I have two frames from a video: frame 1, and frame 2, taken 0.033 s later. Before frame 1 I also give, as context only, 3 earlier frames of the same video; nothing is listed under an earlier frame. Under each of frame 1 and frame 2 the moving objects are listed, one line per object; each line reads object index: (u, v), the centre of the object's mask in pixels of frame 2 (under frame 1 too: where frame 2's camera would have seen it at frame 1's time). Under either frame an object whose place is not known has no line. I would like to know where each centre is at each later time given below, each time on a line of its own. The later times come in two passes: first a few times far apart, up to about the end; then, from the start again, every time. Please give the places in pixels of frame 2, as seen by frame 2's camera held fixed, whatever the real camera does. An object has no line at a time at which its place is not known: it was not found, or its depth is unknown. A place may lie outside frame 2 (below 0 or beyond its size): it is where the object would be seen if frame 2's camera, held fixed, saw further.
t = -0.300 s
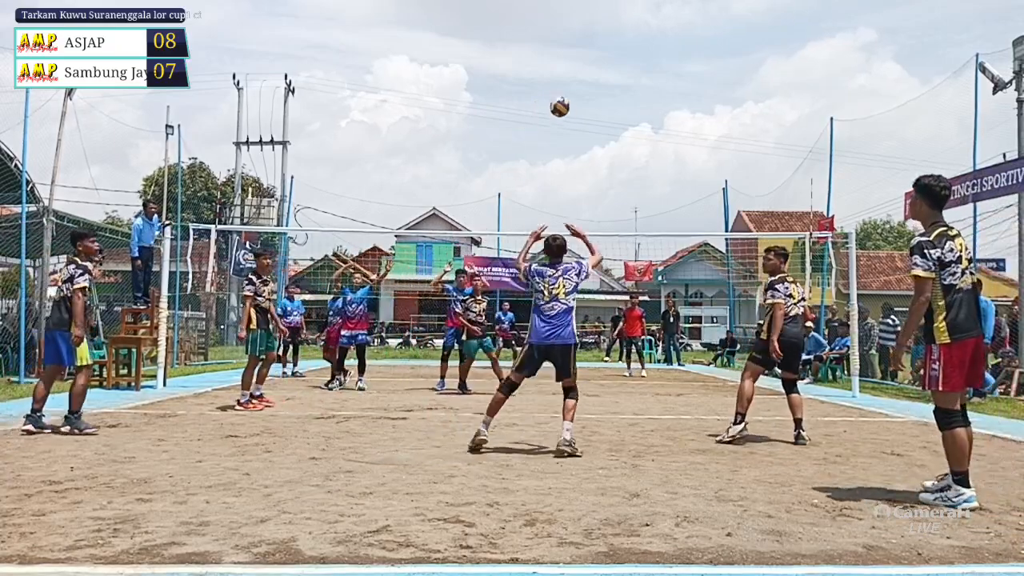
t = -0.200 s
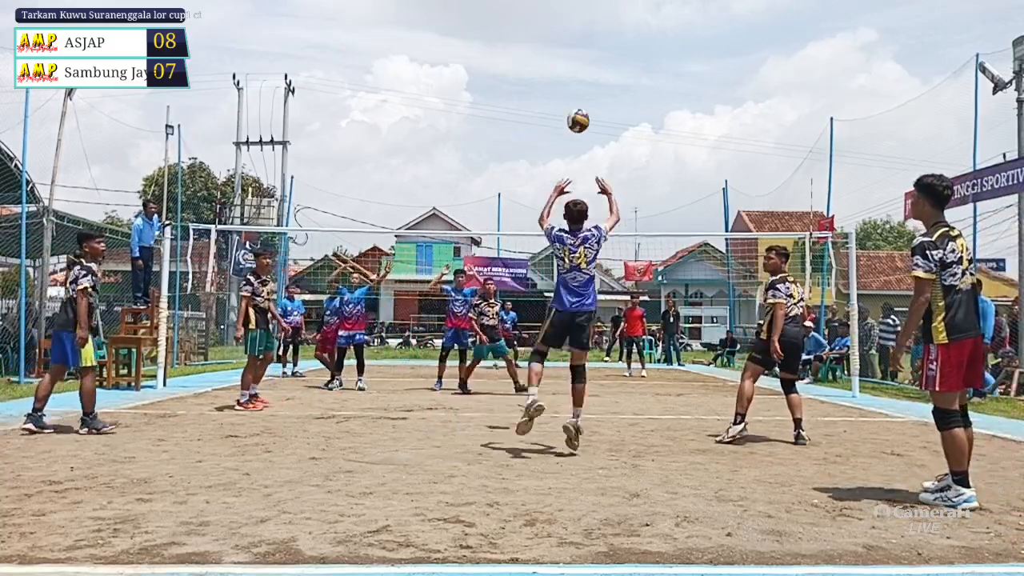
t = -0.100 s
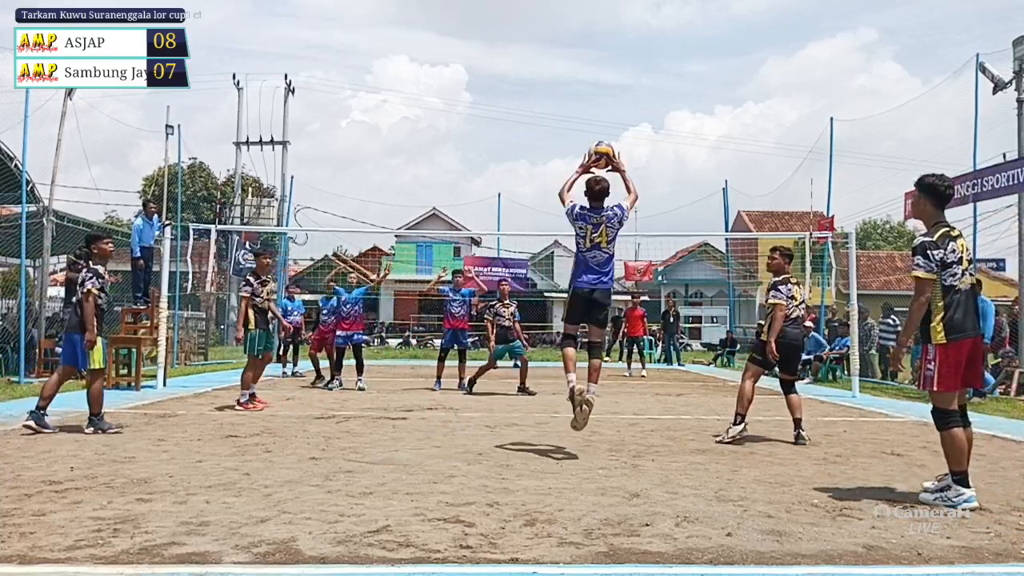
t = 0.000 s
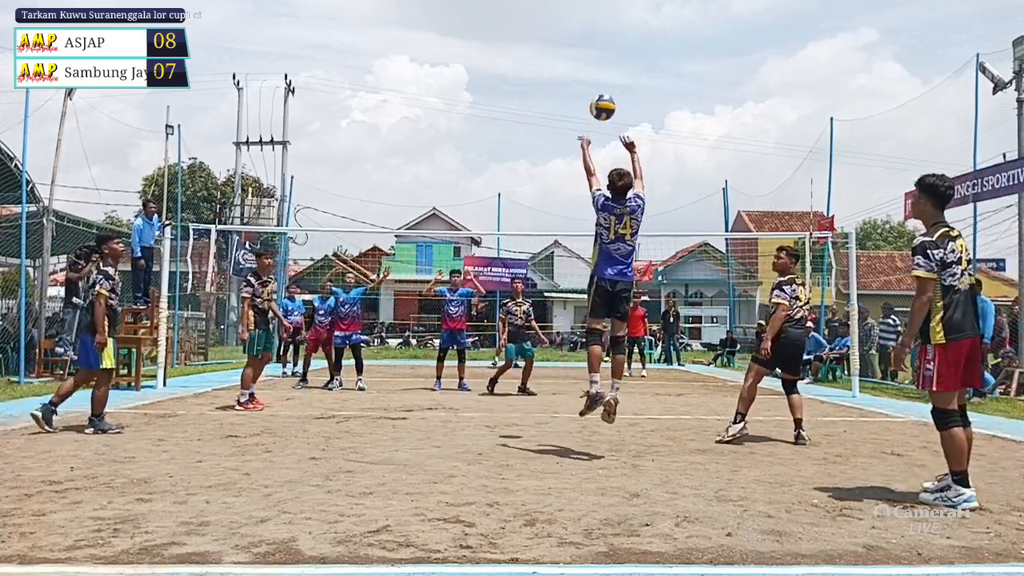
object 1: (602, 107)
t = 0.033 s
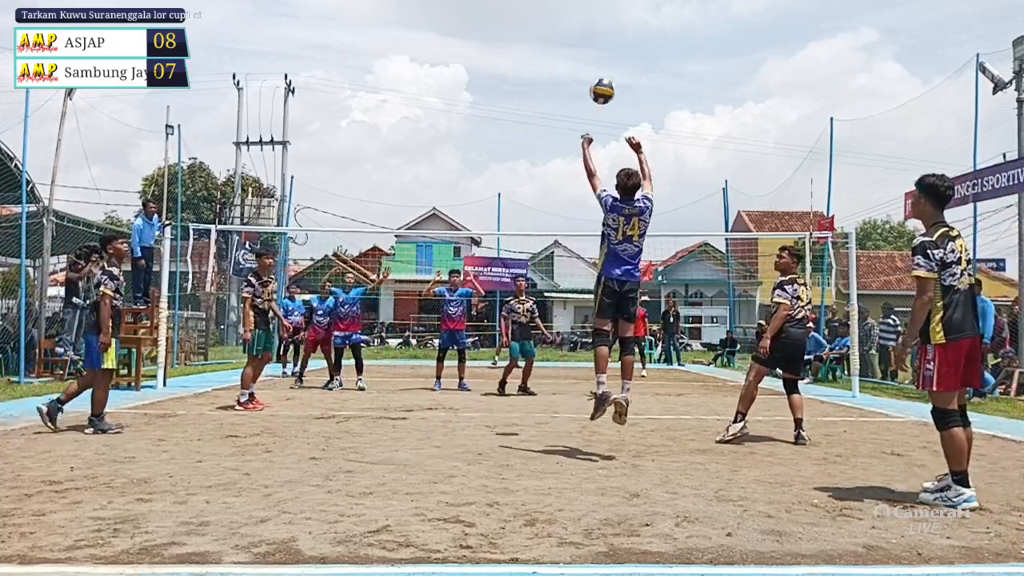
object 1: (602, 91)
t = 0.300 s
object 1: (599, 24)
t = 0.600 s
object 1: (598, 42)
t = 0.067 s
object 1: (602, 77)
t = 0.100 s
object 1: (601, 65)
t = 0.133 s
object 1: (601, 54)
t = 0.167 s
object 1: (601, 45)
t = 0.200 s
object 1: (600, 38)
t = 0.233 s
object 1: (600, 32)
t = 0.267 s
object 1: (599, 27)
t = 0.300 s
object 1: (599, 24)
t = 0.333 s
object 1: (599, 22)
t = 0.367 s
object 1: (598, 21)
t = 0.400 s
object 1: (598, 21)
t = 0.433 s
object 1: (598, 22)
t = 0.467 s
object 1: (598, 24)
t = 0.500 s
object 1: (598, 28)
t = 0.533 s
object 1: (598, 31)
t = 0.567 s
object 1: (598, 36)
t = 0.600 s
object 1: (598, 42)
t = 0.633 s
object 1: (598, 49)
